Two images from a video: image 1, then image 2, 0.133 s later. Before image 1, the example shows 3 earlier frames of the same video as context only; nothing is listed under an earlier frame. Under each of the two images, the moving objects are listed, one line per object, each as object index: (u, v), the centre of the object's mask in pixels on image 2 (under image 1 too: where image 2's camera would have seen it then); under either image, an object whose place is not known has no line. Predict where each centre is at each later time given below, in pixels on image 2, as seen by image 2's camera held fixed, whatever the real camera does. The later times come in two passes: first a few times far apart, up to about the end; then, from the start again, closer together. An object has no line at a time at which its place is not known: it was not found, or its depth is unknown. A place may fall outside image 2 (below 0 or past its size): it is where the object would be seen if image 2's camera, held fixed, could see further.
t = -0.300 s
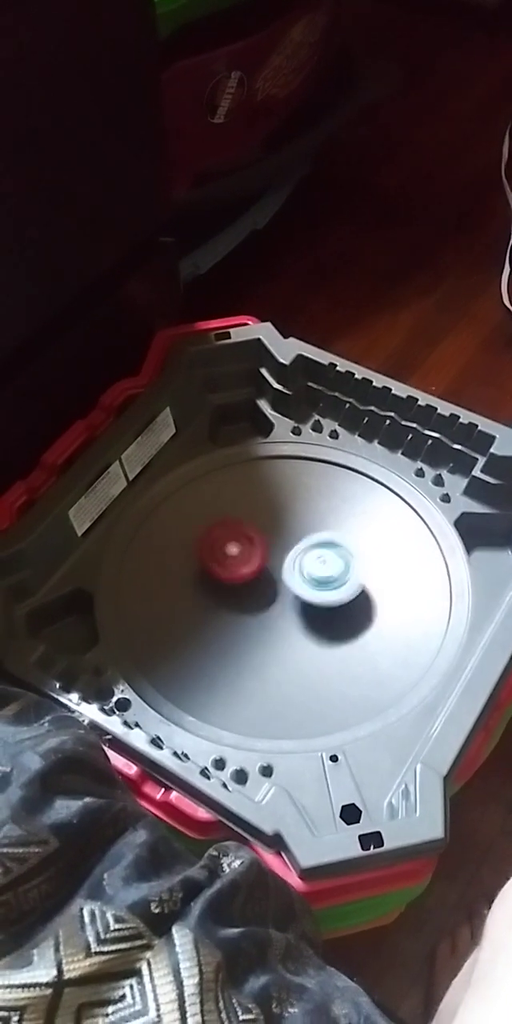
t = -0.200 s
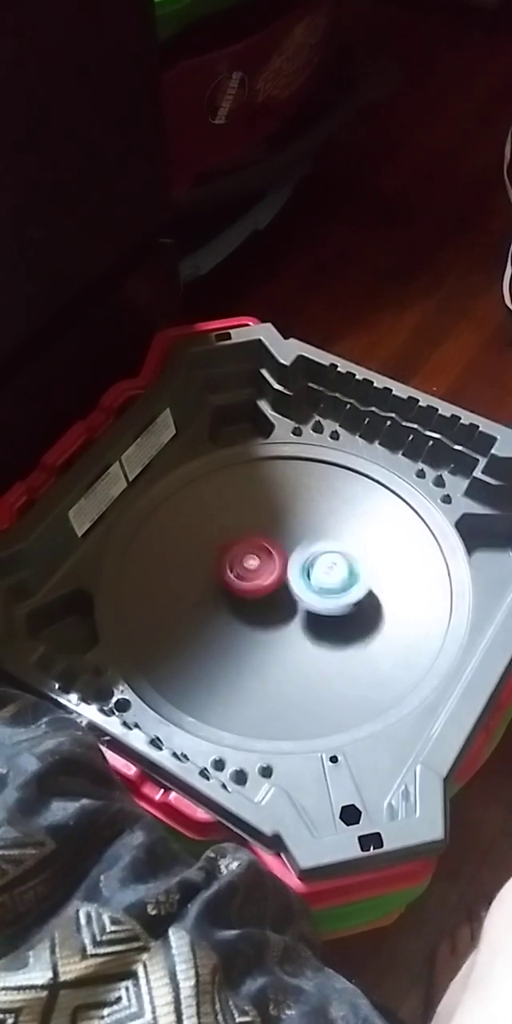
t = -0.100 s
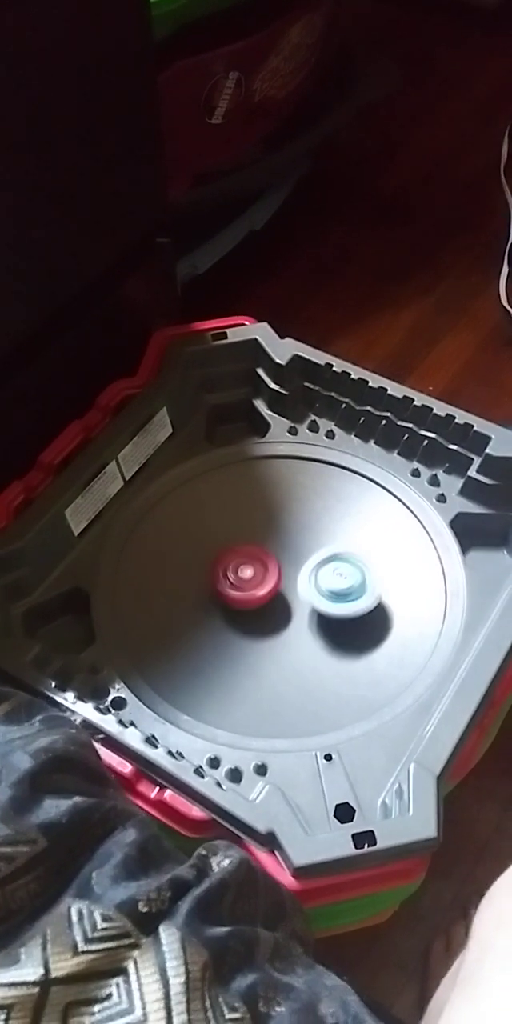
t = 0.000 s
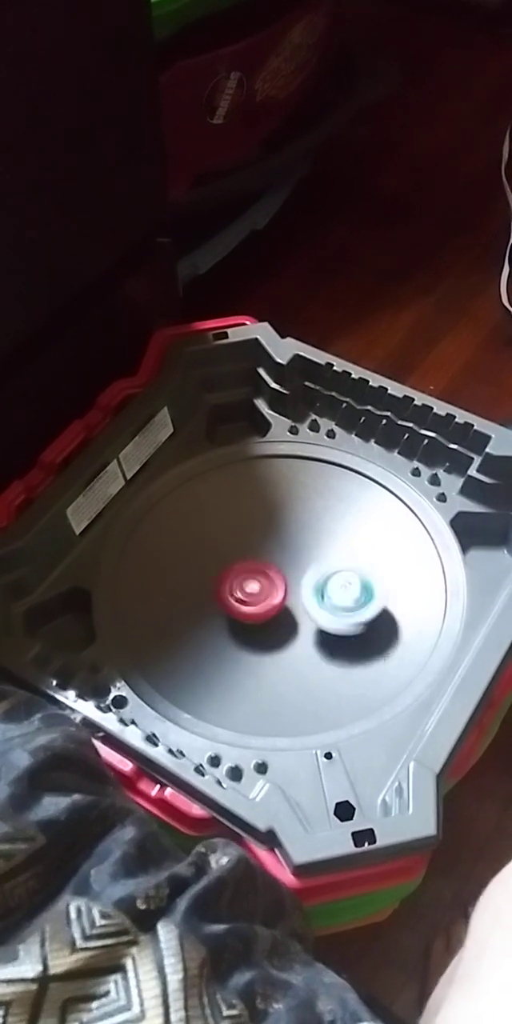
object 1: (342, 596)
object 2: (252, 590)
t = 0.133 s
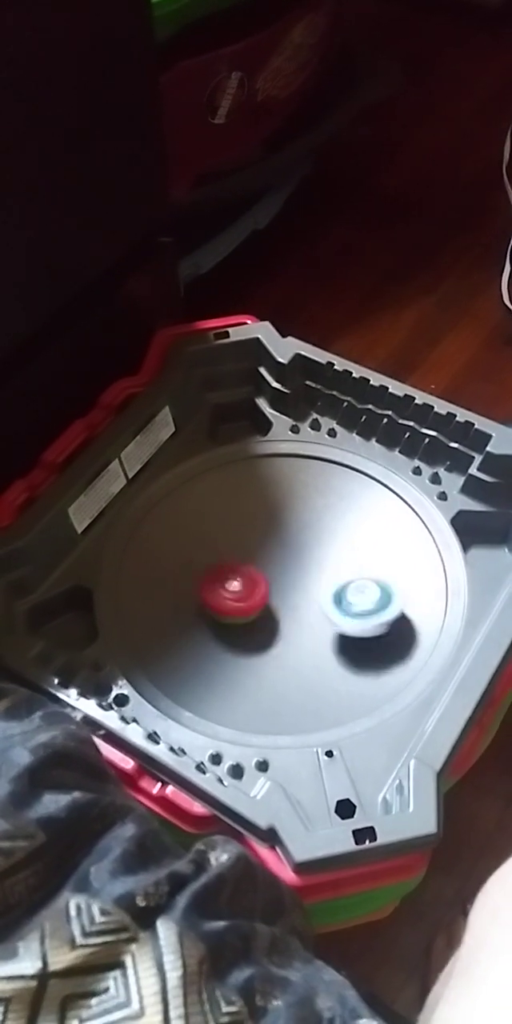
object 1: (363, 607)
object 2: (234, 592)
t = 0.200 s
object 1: (370, 606)
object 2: (221, 588)
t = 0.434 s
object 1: (356, 596)
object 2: (195, 573)
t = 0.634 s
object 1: (306, 595)
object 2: (224, 567)
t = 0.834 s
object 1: (290, 624)
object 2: (233, 541)
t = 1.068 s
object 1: (294, 638)
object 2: (262, 530)
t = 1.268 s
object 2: (285, 546)
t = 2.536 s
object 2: (260, 540)
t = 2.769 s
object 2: (264, 548)
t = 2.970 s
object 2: (264, 555)
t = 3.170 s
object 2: (259, 552)
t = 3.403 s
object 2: (254, 552)
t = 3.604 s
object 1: (292, 599)
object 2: (253, 552)
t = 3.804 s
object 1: (292, 599)
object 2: (253, 552)
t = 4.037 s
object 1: (292, 599)
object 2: (253, 551)
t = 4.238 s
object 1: (291, 599)
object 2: (253, 551)
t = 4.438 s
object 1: (291, 598)
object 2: (253, 551)
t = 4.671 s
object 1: (289, 600)
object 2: (254, 551)
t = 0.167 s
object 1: (367, 607)
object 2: (227, 590)
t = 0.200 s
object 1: (370, 606)
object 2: (221, 588)
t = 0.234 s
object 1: (372, 608)
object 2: (216, 586)
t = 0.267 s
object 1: (374, 606)
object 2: (210, 584)
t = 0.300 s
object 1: (372, 604)
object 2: (204, 580)
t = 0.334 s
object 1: (375, 605)
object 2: (200, 578)
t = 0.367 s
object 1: (366, 602)
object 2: (196, 575)
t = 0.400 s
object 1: (360, 598)
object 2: (195, 574)
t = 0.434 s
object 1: (356, 596)
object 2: (195, 573)
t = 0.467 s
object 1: (348, 599)
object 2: (198, 571)
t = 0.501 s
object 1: (338, 597)
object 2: (202, 571)
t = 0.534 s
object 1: (332, 595)
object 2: (205, 569)
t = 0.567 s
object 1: (325, 595)
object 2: (213, 569)
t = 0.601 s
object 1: (317, 595)
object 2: (217, 568)
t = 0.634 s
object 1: (306, 595)
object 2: (224, 567)
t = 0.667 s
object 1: (296, 596)
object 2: (230, 567)
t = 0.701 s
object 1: (292, 600)
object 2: (231, 561)
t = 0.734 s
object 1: (294, 608)
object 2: (231, 554)
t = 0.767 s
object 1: (294, 613)
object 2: (230, 548)
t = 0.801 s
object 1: (294, 619)
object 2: (232, 544)
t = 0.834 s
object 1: (290, 624)
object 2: (233, 541)
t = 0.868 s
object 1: (288, 625)
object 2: (234, 538)
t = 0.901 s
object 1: (289, 629)
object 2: (238, 534)
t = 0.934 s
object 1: (286, 629)
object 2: (242, 533)
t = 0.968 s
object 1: (286, 631)
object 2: (247, 530)
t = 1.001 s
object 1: (288, 636)
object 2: (252, 529)
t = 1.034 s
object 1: (290, 636)
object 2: (257, 530)
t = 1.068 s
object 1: (294, 638)
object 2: (262, 530)
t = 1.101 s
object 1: (298, 640)
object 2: (268, 531)
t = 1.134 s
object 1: (298, 636)
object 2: (272, 533)
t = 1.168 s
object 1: (299, 636)
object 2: (277, 535)
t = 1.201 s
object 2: (281, 539)
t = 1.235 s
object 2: (283, 543)
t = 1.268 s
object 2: (285, 546)
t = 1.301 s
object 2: (286, 552)
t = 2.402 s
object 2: (265, 535)
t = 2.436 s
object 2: (265, 535)
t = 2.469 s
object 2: (266, 536)
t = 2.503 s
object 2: (263, 539)
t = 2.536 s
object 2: (260, 540)
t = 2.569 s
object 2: (258, 543)
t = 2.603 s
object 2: (258, 544)
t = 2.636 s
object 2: (257, 544)
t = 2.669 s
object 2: (259, 545)
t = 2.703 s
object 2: (259, 545)
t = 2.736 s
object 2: (261, 546)
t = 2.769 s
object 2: (264, 548)
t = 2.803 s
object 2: (265, 548)
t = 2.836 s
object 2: (264, 547)
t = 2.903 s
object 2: (265, 552)
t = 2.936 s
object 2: (263, 553)
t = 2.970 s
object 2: (264, 555)
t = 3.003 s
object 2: (266, 558)
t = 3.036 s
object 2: (264, 558)
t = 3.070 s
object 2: (261, 556)
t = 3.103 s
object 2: (260, 554)
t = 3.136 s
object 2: (260, 553)
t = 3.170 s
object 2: (259, 552)
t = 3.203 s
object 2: (256, 550)
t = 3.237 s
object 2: (256, 549)
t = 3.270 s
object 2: (256, 550)
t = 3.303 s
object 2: (256, 551)
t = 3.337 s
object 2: (255, 552)
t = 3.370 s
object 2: (255, 553)
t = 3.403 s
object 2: (254, 552)
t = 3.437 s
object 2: (254, 552)
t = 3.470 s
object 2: (254, 552)
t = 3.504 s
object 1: (292, 599)
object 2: (254, 552)
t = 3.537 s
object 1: (292, 599)
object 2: (254, 551)
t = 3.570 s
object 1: (292, 599)
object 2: (253, 552)
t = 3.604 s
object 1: (292, 599)
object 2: (253, 552)
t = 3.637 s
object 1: (292, 599)
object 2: (254, 552)
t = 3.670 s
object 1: (292, 599)
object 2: (254, 552)
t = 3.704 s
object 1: (292, 599)
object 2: (254, 552)
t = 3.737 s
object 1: (292, 599)
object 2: (254, 551)
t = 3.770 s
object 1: (292, 599)
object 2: (253, 552)
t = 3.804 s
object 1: (292, 599)
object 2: (253, 552)
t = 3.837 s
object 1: (292, 599)
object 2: (253, 552)
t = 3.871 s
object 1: (292, 599)
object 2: (253, 552)
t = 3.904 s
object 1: (292, 599)
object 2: (254, 551)
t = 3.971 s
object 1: (292, 599)
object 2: (253, 552)
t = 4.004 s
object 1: (292, 599)
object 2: (254, 552)
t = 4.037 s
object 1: (292, 599)
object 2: (253, 551)
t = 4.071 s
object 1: (292, 599)
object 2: (253, 551)
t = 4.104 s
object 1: (292, 599)
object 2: (253, 551)
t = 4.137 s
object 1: (292, 599)
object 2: (254, 551)
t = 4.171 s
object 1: (292, 599)
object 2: (254, 551)
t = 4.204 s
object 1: (292, 599)
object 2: (254, 551)
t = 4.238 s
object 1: (291, 599)
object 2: (253, 551)
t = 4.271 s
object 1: (291, 599)
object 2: (254, 551)
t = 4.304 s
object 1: (291, 599)
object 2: (253, 551)
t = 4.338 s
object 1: (291, 599)
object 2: (253, 552)
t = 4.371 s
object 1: (291, 599)
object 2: (253, 551)
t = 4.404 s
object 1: (291, 599)
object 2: (253, 551)
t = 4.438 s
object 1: (291, 598)
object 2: (253, 551)
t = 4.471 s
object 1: (291, 598)
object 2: (253, 551)
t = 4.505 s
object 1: (291, 599)
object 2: (252, 552)
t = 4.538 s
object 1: (291, 599)
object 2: (253, 552)
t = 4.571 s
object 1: (291, 599)
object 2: (253, 552)
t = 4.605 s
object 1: (291, 598)
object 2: (253, 551)
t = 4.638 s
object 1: (291, 598)
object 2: (253, 551)
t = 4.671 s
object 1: (289, 600)
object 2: (254, 551)
